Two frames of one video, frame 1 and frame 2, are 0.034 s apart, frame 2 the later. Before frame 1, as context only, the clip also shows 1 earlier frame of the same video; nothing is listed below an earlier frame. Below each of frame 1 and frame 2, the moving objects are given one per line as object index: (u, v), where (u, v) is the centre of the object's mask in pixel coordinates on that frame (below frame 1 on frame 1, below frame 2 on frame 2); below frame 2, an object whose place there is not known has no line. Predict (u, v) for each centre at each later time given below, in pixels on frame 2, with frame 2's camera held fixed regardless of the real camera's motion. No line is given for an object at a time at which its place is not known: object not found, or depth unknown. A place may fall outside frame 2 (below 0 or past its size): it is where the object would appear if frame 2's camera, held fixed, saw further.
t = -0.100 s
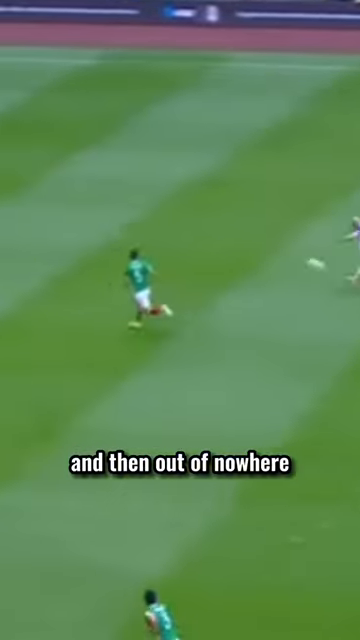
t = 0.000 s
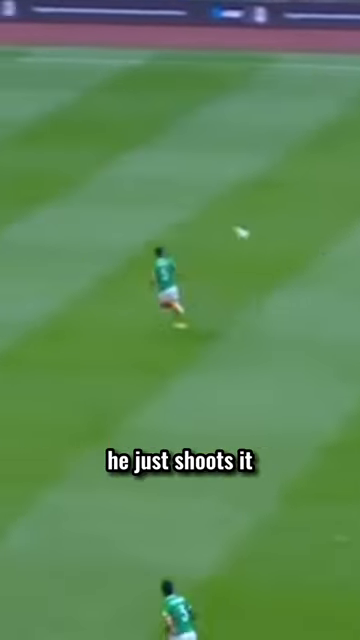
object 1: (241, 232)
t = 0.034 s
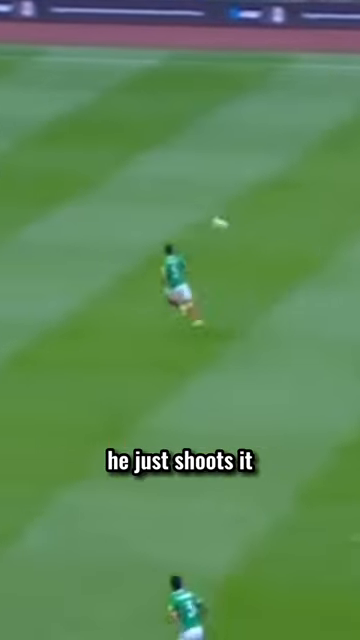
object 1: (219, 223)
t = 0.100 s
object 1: (142, 204)
